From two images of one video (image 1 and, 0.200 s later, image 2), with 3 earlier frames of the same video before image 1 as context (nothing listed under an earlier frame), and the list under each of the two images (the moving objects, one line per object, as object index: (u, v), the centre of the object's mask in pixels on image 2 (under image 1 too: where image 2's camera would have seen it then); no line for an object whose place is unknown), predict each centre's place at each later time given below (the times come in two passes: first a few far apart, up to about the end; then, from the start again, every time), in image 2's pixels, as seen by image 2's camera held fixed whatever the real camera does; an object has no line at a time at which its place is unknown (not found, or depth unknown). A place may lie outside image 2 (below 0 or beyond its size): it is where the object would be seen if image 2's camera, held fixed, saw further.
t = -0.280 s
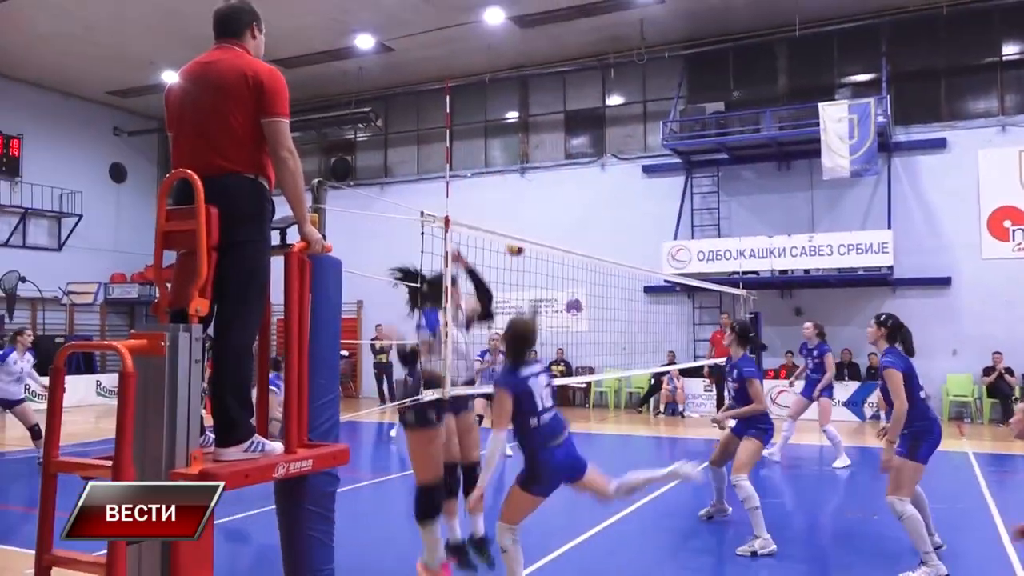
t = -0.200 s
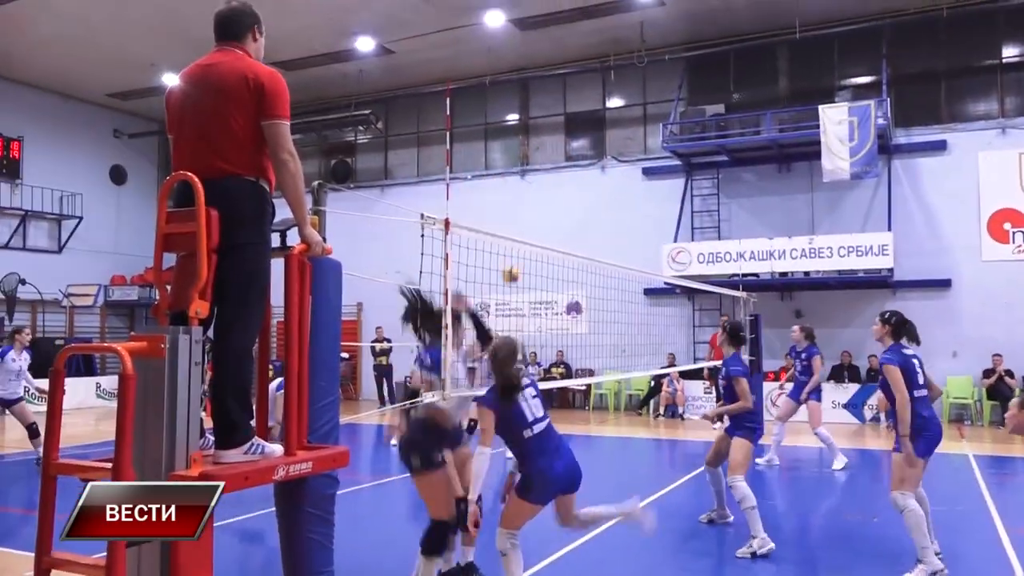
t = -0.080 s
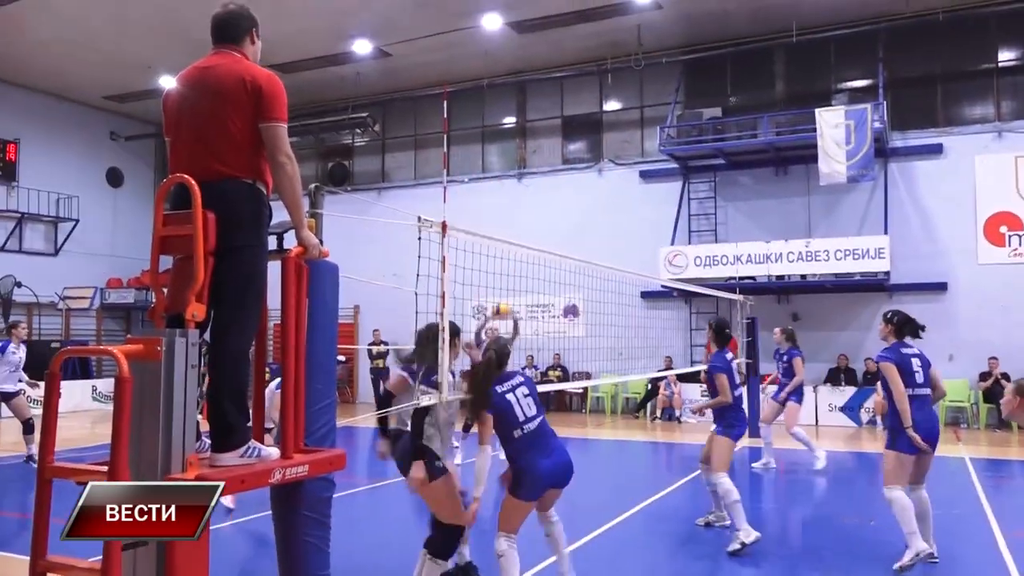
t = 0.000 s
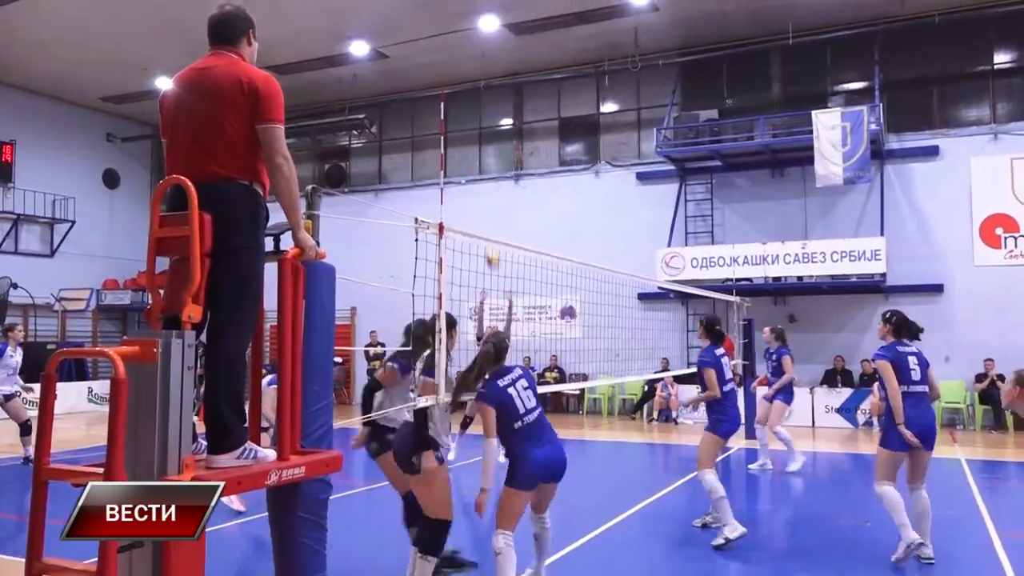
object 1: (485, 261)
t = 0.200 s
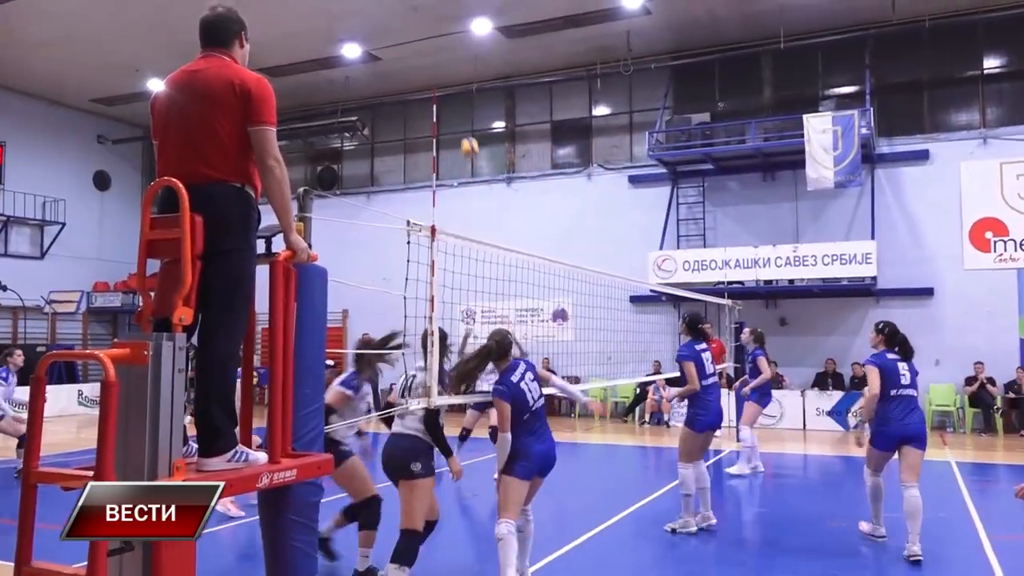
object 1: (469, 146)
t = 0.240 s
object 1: (467, 128)
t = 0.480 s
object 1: (447, 39)
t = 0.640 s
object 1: (433, 5)
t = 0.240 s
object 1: (467, 128)
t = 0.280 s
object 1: (463, 110)
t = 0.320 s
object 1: (460, 94)
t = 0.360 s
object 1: (457, 79)
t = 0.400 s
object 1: (453, 64)
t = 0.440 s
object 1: (450, 52)
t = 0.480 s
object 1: (447, 39)
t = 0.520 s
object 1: (443, 29)
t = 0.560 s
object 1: (440, 20)
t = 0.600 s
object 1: (436, 12)
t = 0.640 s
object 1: (433, 5)
